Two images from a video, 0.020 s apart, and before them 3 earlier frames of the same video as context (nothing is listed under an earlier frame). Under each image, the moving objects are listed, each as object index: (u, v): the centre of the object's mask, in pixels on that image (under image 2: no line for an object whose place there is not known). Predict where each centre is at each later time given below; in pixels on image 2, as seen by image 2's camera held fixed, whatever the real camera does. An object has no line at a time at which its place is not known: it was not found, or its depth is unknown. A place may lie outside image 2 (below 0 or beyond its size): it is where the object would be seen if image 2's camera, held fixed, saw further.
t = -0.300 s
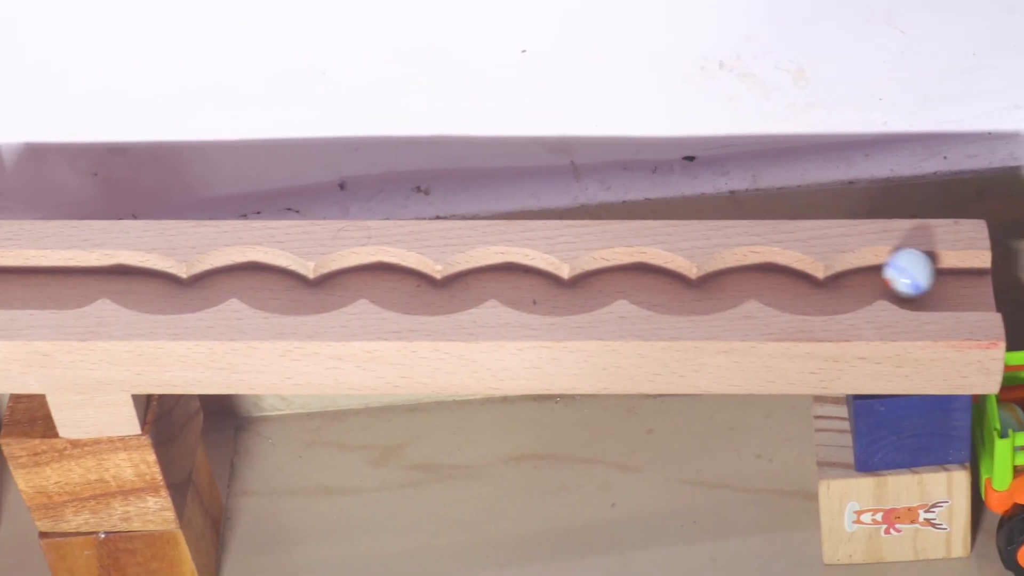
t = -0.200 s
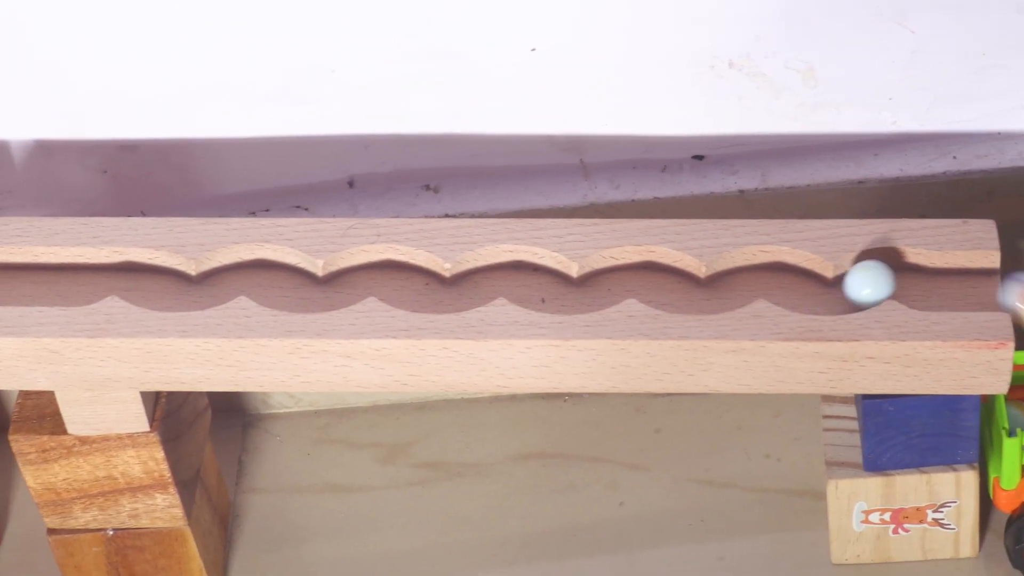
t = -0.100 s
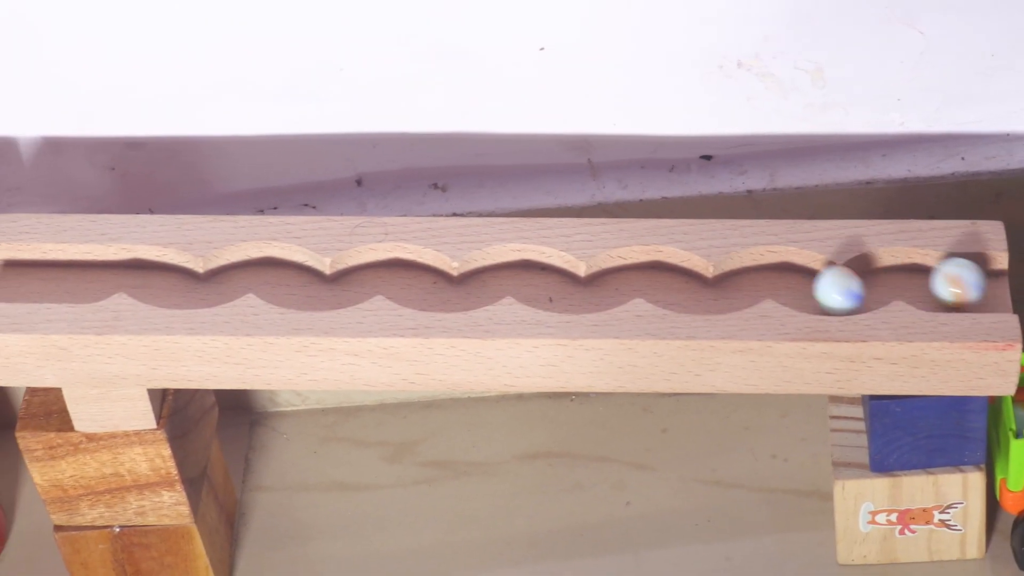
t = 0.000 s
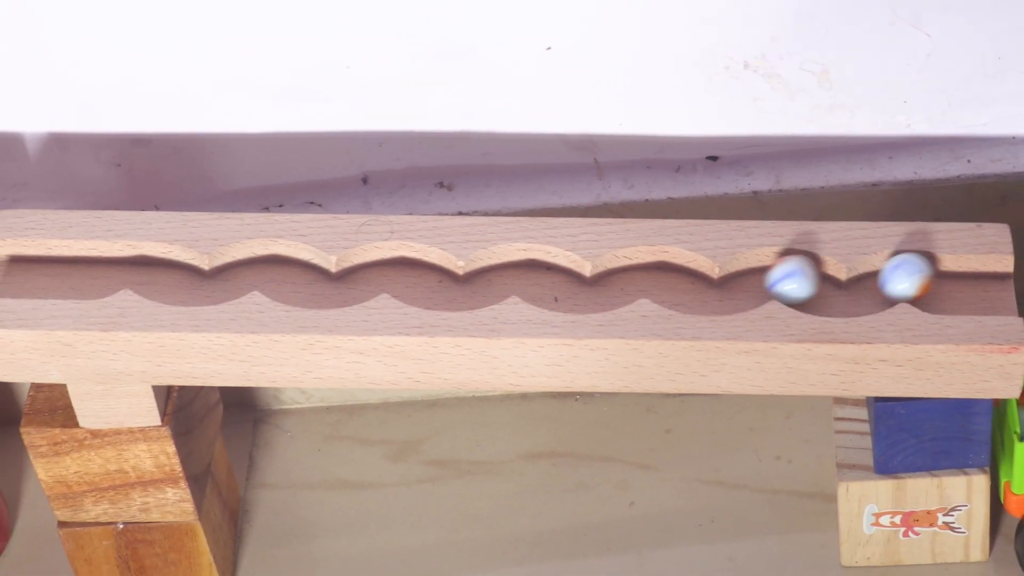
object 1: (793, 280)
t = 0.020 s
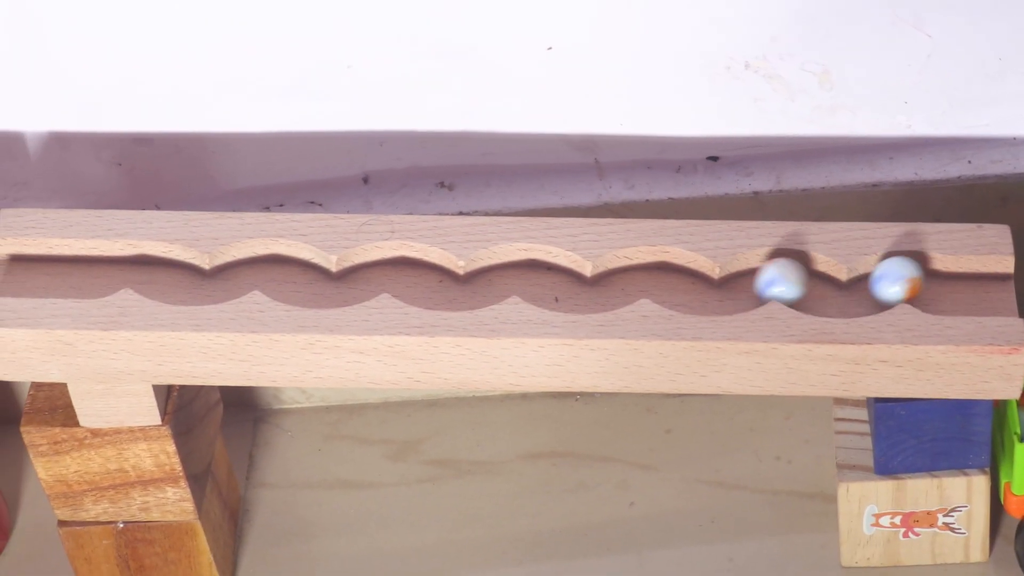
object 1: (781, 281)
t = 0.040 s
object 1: (769, 282)
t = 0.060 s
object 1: (758, 284)
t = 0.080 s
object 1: (749, 287)
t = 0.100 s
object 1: (741, 290)
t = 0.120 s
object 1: (733, 292)
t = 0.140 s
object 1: (726, 295)
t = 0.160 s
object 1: (715, 291)
